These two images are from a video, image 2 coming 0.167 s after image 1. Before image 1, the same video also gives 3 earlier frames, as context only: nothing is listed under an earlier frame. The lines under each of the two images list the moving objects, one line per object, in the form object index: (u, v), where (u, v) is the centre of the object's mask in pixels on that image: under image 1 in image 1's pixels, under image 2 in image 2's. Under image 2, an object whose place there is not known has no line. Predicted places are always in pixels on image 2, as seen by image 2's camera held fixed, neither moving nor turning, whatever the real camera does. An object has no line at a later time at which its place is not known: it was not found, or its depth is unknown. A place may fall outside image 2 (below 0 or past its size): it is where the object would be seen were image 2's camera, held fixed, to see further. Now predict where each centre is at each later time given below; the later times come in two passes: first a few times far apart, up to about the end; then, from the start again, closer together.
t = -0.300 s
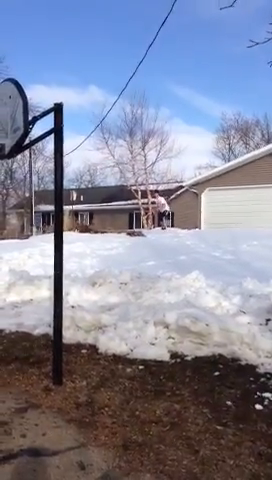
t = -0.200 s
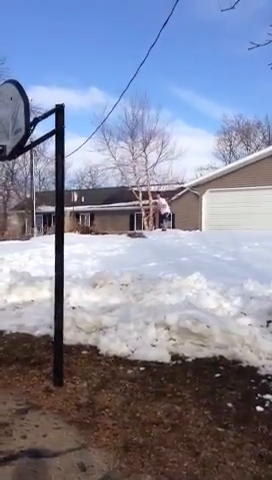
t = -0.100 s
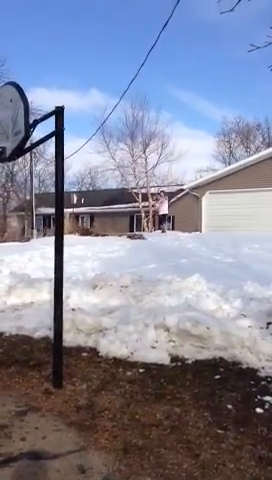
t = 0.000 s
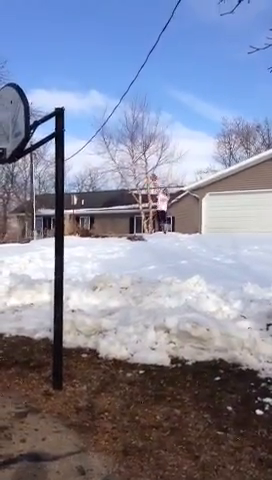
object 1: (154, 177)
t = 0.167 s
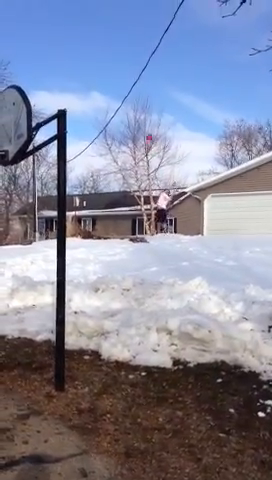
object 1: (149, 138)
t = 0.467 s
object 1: (135, 67)
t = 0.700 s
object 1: (126, 22)
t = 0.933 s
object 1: (107, -14)
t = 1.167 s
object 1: (82, -33)
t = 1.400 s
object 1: (49, -22)
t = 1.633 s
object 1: (1, 40)
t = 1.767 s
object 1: (-40, 121)
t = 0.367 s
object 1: (140, 89)
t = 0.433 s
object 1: (136, 74)
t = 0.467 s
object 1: (135, 67)
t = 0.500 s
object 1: (134, 60)
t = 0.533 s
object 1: (133, 53)
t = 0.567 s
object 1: (132, 46)
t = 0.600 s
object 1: (131, 40)
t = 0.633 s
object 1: (129, 34)
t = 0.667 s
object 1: (128, 27)
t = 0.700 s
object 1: (126, 22)
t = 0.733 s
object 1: (124, 16)
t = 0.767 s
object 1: (122, 10)
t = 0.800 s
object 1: (119, 5)
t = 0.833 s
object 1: (116, 0)
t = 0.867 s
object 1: (114, -6)
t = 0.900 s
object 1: (110, -11)
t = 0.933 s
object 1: (107, -14)
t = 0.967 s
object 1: (104, -18)
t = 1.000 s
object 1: (101, -21)
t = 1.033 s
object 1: (98, -24)
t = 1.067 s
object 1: (94, -27)
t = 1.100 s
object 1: (90, -28)
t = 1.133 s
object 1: (86, -32)
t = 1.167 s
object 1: (82, -33)
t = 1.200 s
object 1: (77, -33)
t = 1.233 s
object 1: (73, -33)
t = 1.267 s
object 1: (69, -32)
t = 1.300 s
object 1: (64, -31)
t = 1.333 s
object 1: (59, -29)
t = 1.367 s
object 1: (54, -26)
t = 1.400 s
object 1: (49, -22)
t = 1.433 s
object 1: (43, -17)
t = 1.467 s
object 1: (37, -12)
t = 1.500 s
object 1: (30, -5)
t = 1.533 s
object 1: (24, 4)
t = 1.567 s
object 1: (16, 13)
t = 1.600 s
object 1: (10, 27)
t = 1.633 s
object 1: (1, 40)
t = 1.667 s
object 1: (-7, 56)
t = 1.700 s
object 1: (-17, 75)
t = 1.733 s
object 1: (-27, 97)
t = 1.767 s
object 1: (-40, 121)
